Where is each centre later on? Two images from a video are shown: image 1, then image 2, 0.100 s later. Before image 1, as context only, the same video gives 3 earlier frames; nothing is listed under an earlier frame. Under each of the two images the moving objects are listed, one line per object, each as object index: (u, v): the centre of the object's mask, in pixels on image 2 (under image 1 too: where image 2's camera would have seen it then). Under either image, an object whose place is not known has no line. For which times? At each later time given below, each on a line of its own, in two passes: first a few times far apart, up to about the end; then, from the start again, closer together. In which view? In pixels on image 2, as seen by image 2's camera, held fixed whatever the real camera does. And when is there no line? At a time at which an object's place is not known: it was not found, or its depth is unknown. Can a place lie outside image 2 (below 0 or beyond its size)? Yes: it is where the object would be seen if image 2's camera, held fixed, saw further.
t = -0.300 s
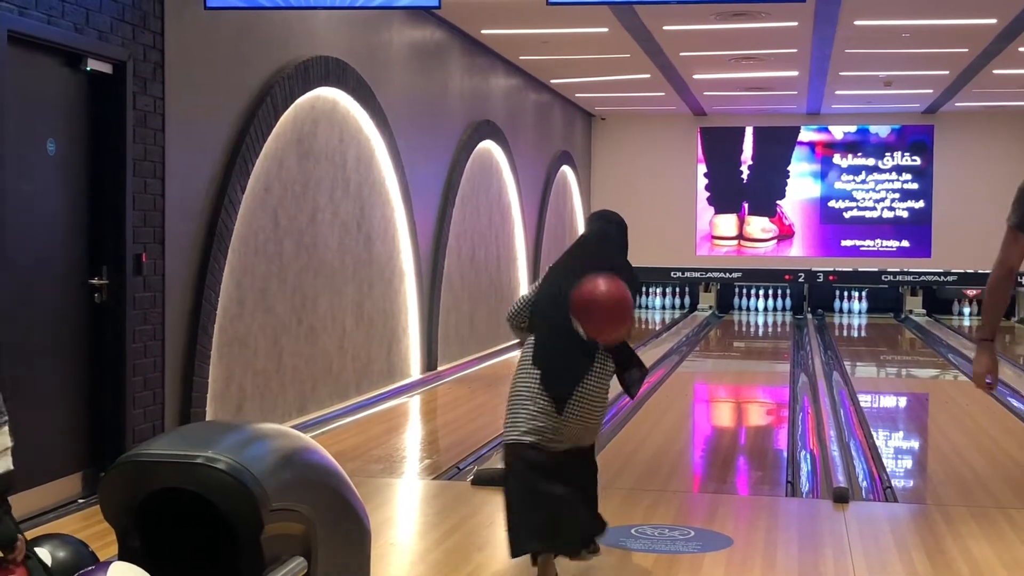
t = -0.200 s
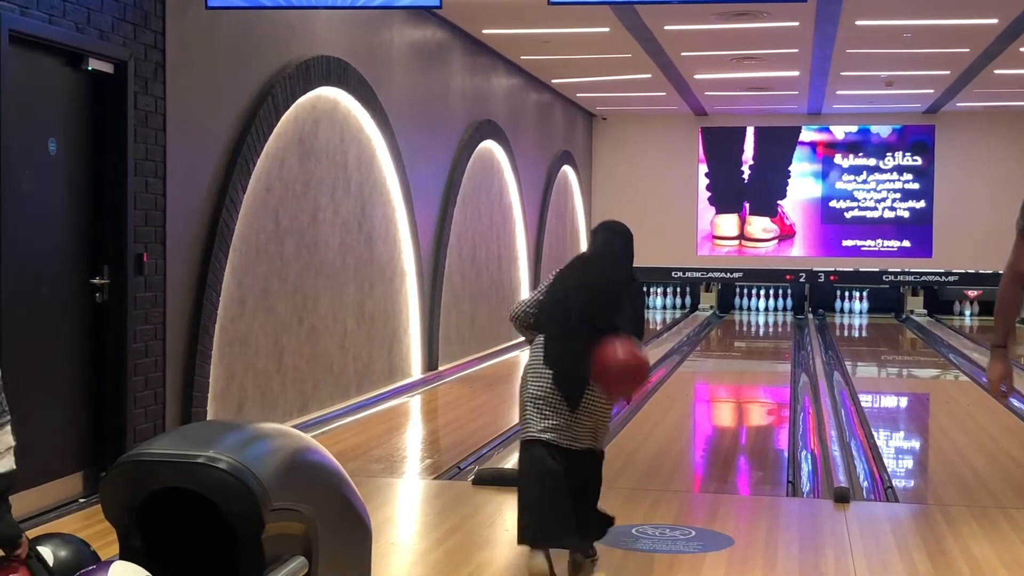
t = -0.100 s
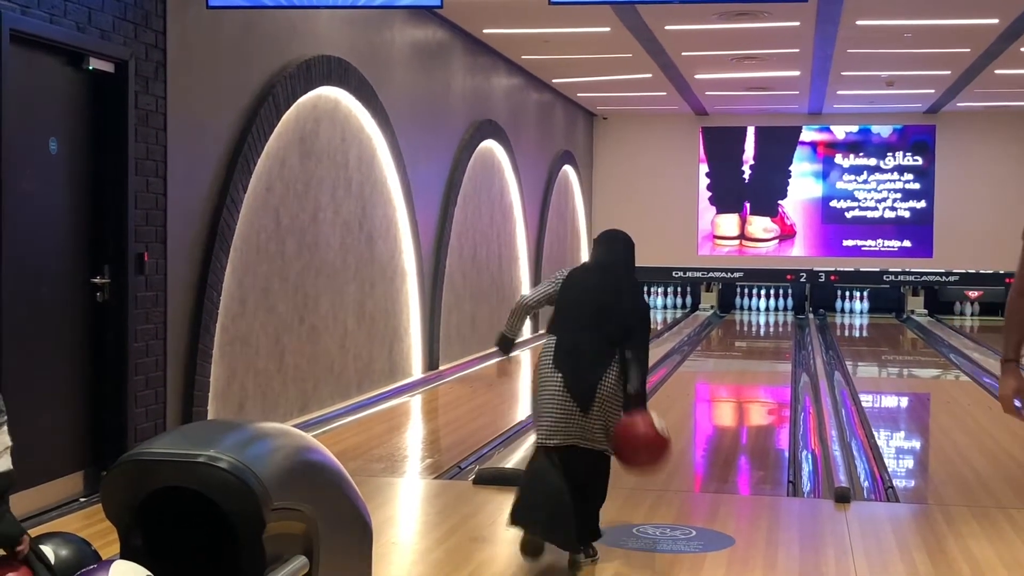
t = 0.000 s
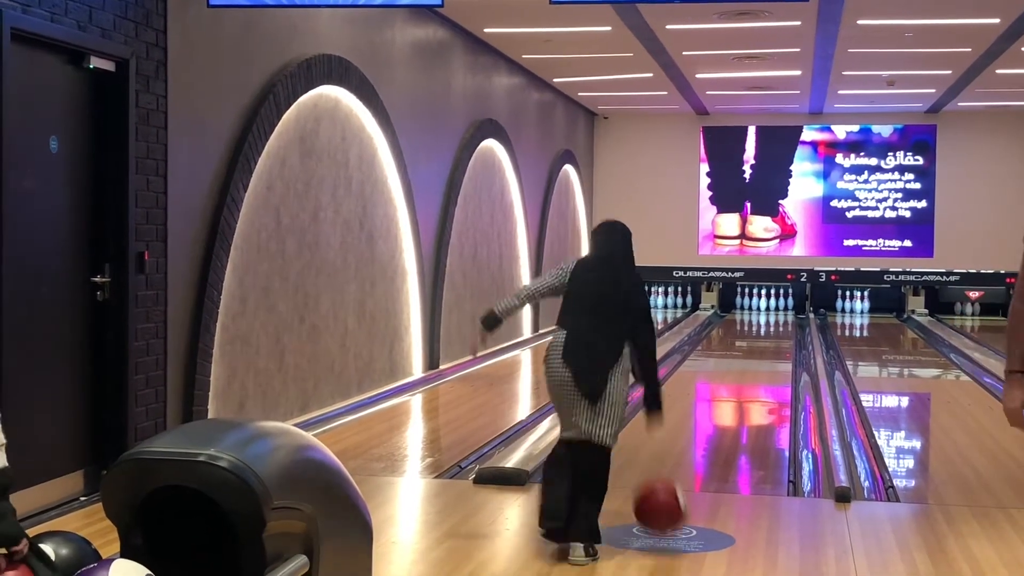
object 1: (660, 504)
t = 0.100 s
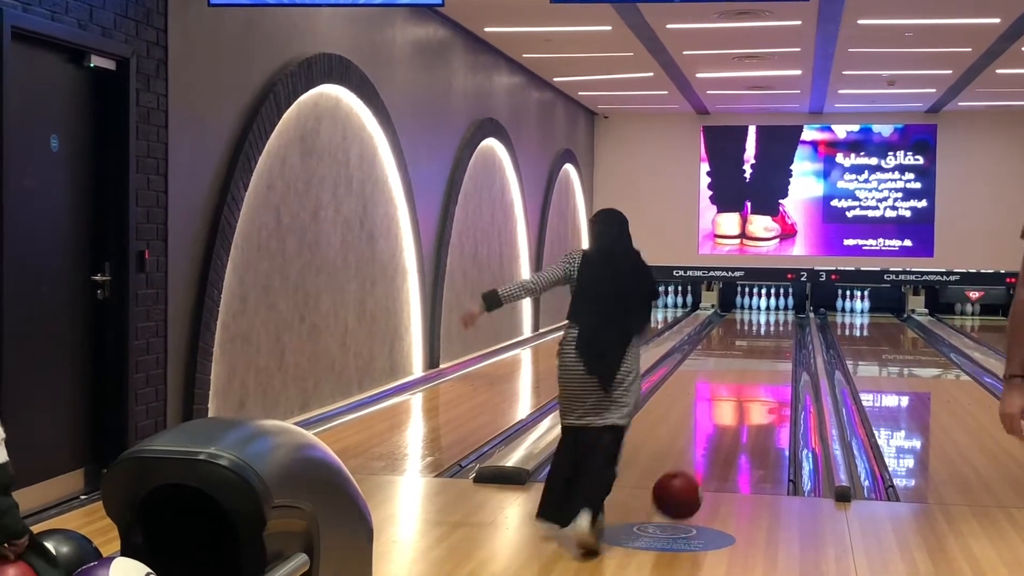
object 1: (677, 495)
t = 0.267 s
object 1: (700, 477)
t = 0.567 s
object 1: (731, 444)
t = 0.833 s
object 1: (751, 420)
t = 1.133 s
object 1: (770, 401)
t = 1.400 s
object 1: (782, 387)
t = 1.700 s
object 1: (794, 376)
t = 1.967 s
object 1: (806, 374)
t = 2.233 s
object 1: (808, 368)
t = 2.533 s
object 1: (809, 361)
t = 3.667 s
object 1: (810, 342)
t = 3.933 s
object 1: (810, 338)
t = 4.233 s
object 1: (810, 333)
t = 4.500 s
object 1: (812, 330)
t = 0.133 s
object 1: (682, 489)
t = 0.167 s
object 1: (687, 486)
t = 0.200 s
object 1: (692, 485)
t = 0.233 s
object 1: (696, 484)
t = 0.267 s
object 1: (700, 477)
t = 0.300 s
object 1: (704, 475)
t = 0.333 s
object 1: (708, 470)
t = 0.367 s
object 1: (712, 466)
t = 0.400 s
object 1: (715, 462)
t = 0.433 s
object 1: (719, 458)
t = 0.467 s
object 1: (722, 455)
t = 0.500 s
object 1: (725, 451)
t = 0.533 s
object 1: (728, 447)
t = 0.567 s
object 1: (731, 444)
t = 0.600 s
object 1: (734, 440)
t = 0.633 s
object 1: (737, 437)
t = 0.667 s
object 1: (739, 434)
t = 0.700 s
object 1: (742, 431)
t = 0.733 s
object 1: (744, 428)
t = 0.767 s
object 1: (747, 425)
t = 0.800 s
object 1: (749, 423)
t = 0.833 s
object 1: (751, 420)
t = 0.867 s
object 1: (754, 418)
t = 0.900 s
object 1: (756, 416)
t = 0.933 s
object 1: (758, 413)
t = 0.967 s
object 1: (760, 411)
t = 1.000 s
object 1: (762, 409)
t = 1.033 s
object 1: (764, 407)
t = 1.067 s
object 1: (766, 405)
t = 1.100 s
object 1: (768, 403)
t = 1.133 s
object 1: (770, 401)
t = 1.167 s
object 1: (772, 399)
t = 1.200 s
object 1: (773, 398)
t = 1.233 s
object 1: (775, 395)
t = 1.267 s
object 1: (776, 394)
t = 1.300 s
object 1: (778, 392)
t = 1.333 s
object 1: (779, 390)
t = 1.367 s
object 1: (781, 389)
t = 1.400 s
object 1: (782, 387)
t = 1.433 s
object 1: (783, 386)
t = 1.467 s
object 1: (785, 385)
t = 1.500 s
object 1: (786, 383)
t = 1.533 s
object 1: (788, 382)
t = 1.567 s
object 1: (789, 380)
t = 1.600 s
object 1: (791, 379)
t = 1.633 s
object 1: (792, 378)
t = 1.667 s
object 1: (793, 377)
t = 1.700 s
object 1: (794, 376)
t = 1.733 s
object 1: (796, 375)
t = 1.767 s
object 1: (797, 374)
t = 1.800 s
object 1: (799, 374)
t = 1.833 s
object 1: (801, 373)
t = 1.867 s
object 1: (803, 374)
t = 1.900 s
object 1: (806, 375)
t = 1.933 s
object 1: (807, 375)
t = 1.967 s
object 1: (806, 374)
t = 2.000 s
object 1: (806, 373)
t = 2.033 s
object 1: (807, 372)
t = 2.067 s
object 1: (807, 372)
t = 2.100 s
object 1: (808, 371)
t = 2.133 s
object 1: (808, 370)
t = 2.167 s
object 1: (807, 370)
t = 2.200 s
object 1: (808, 368)
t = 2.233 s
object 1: (808, 368)
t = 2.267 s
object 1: (809, 367)
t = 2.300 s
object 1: (809, 367)
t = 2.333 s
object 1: (809, 365)
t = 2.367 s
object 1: (808, 365)
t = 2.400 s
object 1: (809, 364)
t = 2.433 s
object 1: (808, 363)
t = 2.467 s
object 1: (808, 363)
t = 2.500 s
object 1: (809, 362)
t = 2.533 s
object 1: (809, 361)
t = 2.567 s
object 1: (809, 360)
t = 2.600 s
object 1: (809, 360)
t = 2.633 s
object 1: (809, 359)
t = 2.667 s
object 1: (809, 358)
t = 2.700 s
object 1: (809, 358)
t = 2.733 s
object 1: (809, 358)
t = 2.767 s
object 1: (809, 356)
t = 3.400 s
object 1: (811, 345)
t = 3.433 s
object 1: (811, 345)
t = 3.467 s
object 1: (811, 344)
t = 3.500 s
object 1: (810, 344)
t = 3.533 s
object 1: (810, 344)
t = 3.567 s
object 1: (810, 343)
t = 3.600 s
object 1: (811, 343)
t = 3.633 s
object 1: (810, 342)
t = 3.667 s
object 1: (810, 342)
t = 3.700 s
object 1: (810, 341)
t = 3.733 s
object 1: (810, 341)
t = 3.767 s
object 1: (810, 341)
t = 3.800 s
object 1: (810, 340)
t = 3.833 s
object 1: (810, 338)
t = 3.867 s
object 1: (810, 338)
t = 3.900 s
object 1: (810, 338)
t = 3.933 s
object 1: (810, 338)
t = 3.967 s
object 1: (810, 337)
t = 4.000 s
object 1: (810, 337)
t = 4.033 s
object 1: (810, 337)
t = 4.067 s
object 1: (810, 336)
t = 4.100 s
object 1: (810, 335)
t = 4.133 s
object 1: (810, 334)
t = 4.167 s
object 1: (810, 334)
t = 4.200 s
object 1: (810, 334)
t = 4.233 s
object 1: (810, 333)
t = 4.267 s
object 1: (810, 333)
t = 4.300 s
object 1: (810, 332)
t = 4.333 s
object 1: (810, 332)
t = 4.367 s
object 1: (811, 332)
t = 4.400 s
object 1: (811, 332)
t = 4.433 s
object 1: (810, 331)
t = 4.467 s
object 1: (811, 331)
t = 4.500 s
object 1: (812, 330)
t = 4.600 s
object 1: (812, 329)
